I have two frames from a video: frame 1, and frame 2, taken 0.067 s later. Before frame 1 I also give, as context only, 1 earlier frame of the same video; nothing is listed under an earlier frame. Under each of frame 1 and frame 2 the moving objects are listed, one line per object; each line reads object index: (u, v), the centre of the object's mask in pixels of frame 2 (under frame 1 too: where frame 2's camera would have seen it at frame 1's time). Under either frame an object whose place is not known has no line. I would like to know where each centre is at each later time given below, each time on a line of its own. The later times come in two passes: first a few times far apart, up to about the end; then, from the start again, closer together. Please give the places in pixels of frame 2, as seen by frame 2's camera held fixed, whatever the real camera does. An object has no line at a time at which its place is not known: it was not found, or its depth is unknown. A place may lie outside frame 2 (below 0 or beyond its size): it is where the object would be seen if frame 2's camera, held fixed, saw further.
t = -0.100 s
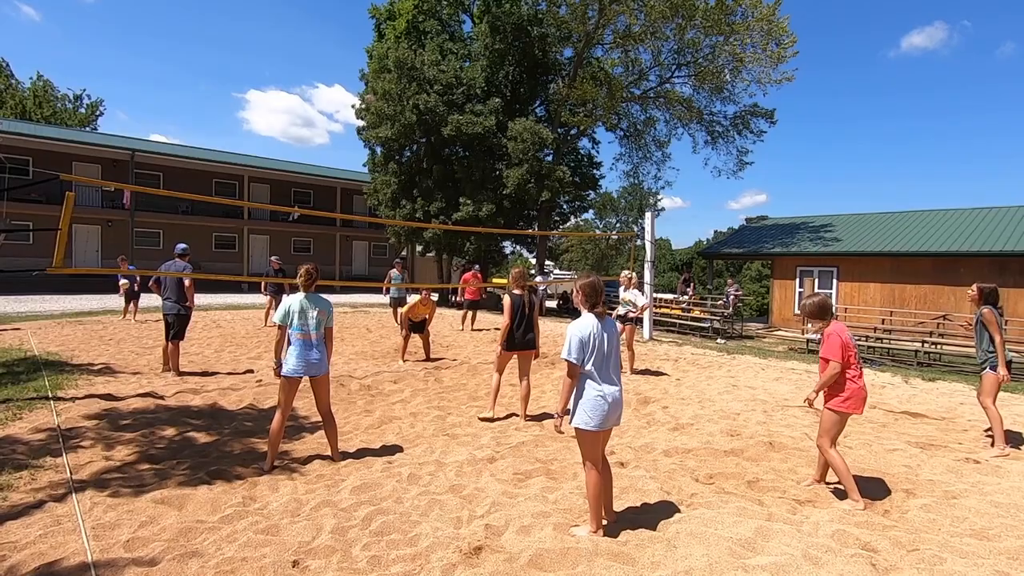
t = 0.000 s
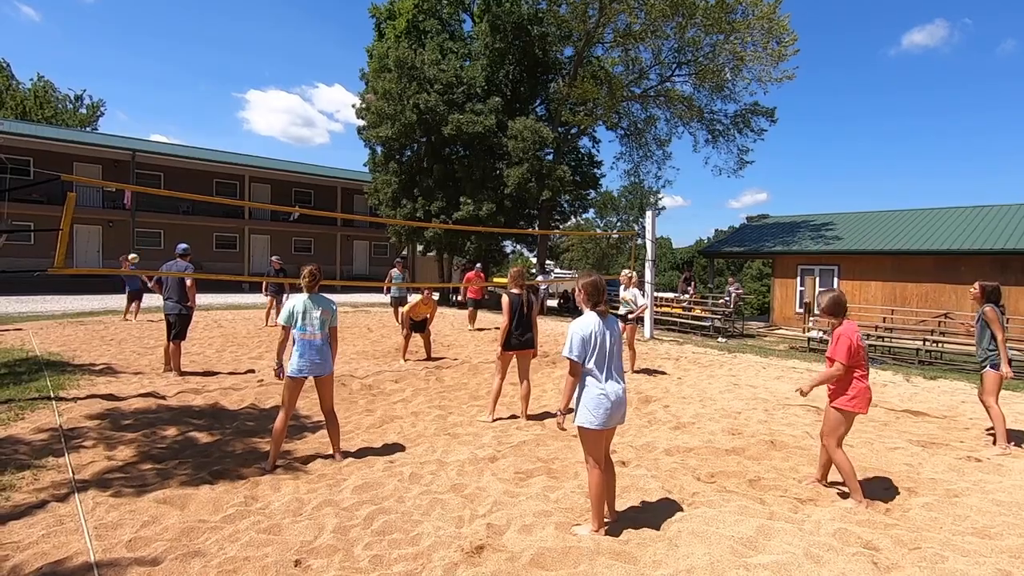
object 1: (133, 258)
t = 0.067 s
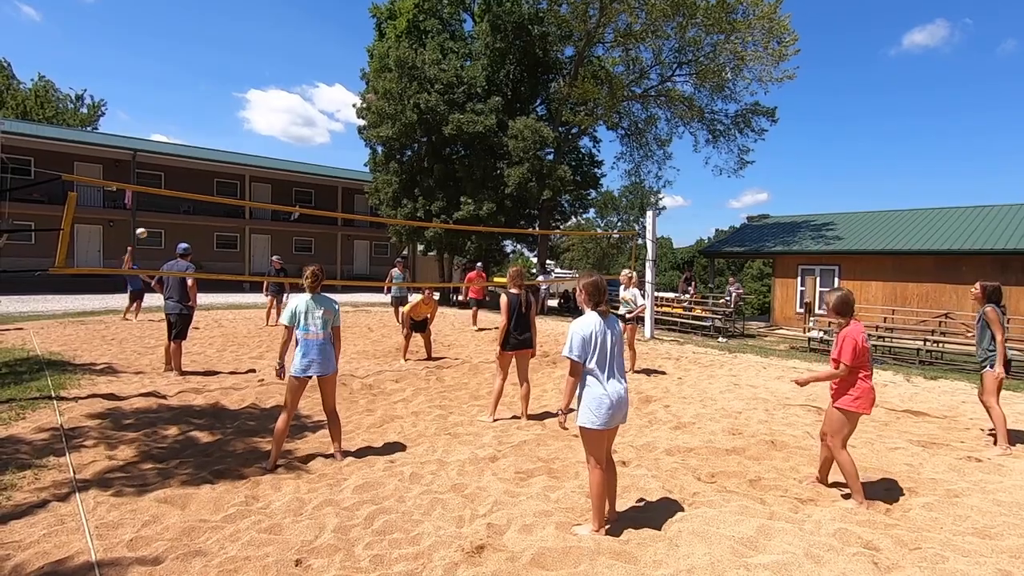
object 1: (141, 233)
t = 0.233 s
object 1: (162, 171)
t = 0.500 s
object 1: (206, 79)
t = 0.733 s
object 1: (261, 11)
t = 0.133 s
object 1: (149, 208)
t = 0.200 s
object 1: (158, 183)
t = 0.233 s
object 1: (162, 171)
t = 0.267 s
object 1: (166, 159)
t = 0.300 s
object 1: (171, 146)
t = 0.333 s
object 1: (176, 136)
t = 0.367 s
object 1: (182, 124)
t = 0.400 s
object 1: (187, 112)
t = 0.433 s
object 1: (194, 101)
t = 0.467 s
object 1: (200, 90)
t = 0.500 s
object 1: (206, 79)
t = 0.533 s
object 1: (213, 69)
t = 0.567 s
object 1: (220, 59)
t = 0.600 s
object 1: (228, 49)
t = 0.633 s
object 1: (235, 39)
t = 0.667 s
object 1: (244, 29)
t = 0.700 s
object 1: (253, 20)
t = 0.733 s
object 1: (261, 11)
